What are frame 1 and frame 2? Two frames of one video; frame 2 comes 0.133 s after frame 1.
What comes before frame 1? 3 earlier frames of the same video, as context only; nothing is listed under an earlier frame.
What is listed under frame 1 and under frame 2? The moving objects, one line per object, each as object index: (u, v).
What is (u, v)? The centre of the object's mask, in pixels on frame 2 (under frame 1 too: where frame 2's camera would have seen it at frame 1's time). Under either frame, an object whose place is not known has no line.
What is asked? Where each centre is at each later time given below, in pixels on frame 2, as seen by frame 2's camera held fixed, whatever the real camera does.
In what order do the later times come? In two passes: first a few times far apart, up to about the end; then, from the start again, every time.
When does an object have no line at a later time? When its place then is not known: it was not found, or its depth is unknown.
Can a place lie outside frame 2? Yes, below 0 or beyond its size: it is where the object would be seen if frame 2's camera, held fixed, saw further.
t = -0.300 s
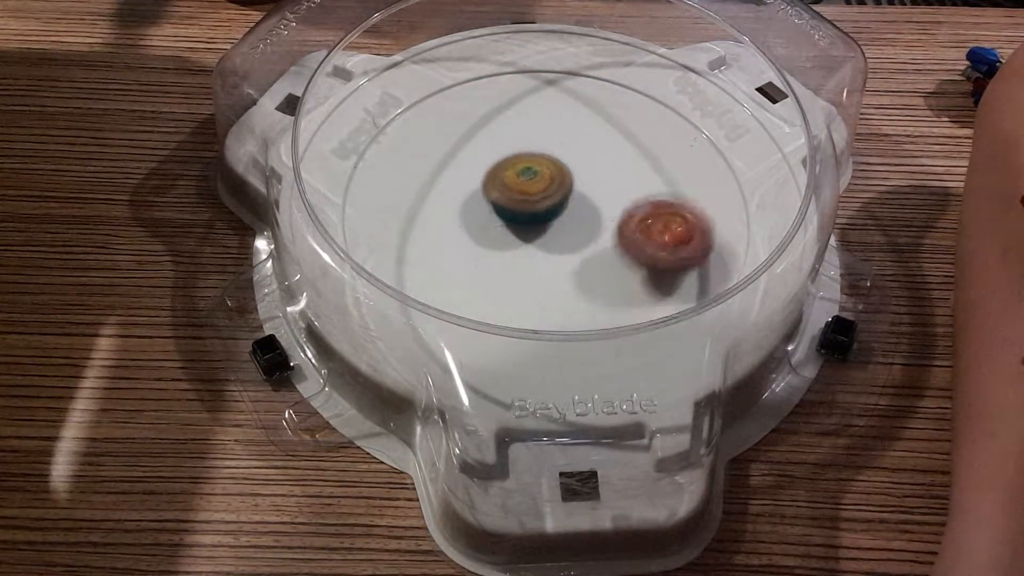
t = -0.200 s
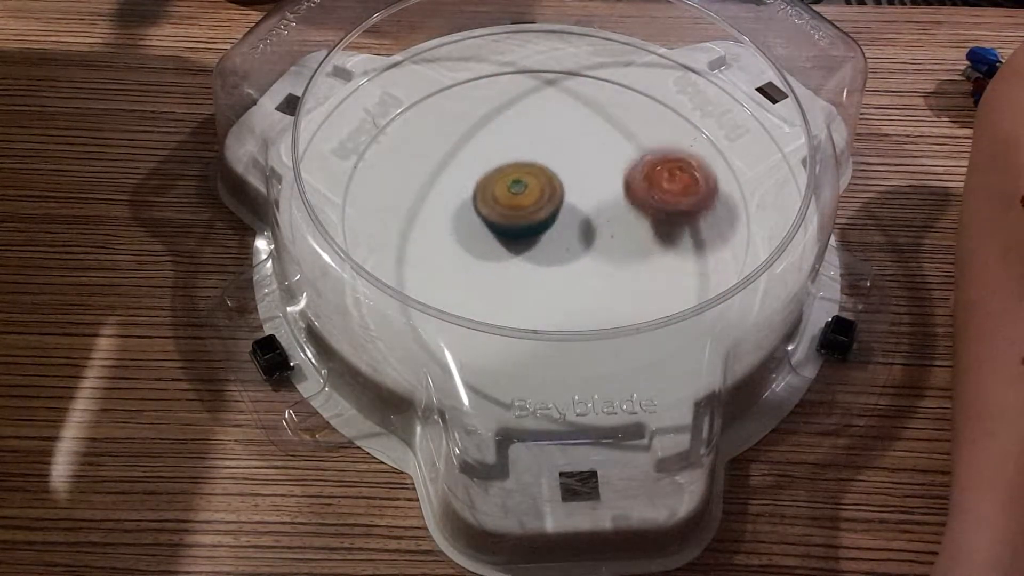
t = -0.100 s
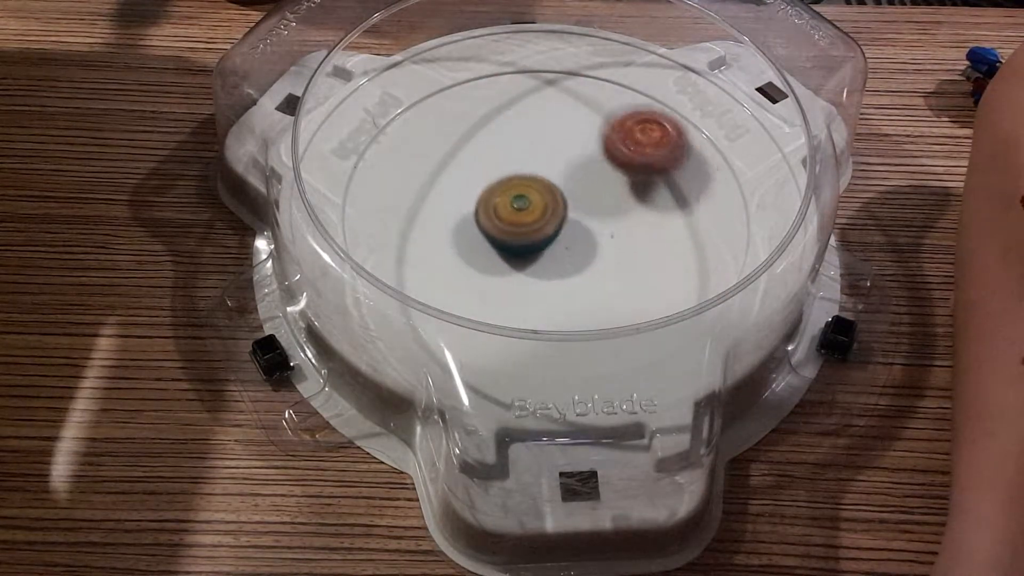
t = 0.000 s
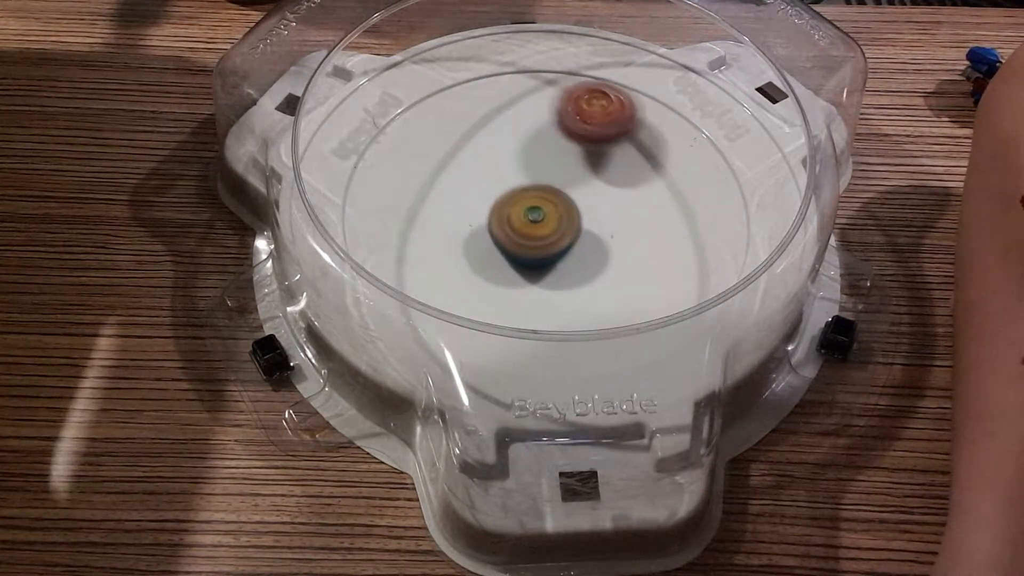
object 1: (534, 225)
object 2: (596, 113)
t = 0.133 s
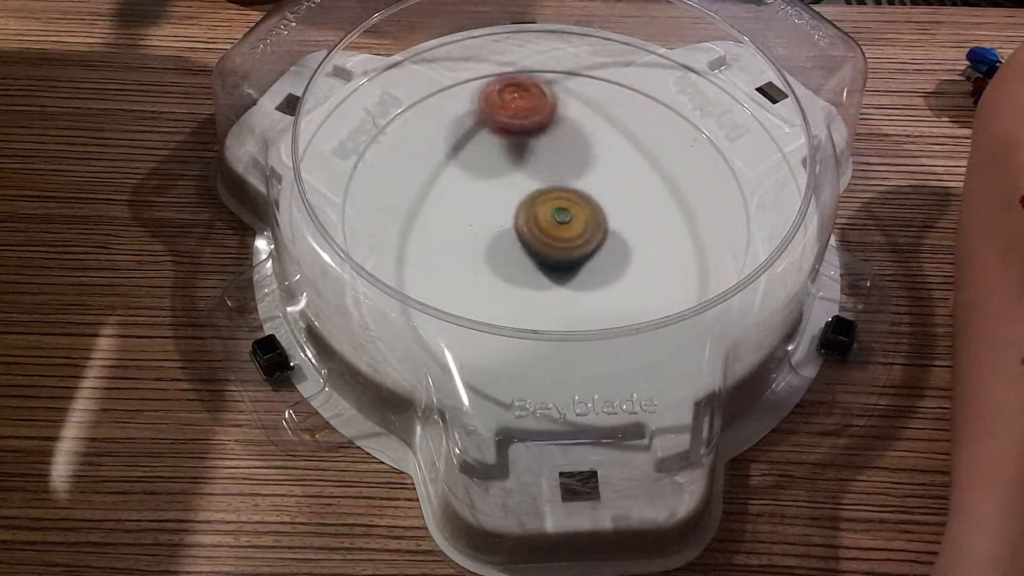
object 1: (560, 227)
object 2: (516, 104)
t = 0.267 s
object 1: (576, 213)
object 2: (452, 133)
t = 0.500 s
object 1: (552, 186)
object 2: (439, 235)
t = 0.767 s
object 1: (520, 206)
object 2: (594, 281)
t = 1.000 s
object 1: (553, 225)
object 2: (670, 195)
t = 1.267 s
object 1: (571, 200)
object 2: (570, 112)
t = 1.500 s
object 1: (541, 188)
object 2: (452, 144)
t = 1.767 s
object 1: (526, 207)
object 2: (459, 252)
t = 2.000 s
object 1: (546, 218)
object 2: (593, 275)
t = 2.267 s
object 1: (553, 197)
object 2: (674, 182)
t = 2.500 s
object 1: (542, 191)
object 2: (580, 118)
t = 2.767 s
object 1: (534, 216)
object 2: (451, 136)
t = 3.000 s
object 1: (542, 213)
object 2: (451, 229)
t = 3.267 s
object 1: (563, 174)
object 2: (553, 320)
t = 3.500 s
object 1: (558, 186)
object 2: (657, 281)
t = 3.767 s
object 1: (516, 200)
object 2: (656, 167)
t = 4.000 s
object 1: (498, 209)
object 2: (617, 85)
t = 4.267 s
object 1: (519, 221)
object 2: (507, 124)
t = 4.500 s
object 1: (552, 233)
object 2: (455, 200)
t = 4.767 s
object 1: (554, 220)
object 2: (492, 267)
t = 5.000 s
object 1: (570, 174)
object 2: (543, 288)
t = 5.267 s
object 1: (567, 162)
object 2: (586, 240)
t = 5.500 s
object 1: (551, 154)
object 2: (598, 244)
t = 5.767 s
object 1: (514, 212)
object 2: (592, 245)
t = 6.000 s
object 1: (414, 202)
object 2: (650, 255)
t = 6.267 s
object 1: (486, 221)
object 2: (635, 228)
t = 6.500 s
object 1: (551, 278)
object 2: (641, 166)
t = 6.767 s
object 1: (553, 270)
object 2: (635, 148)
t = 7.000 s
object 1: (532, 223)
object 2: (643, 162)
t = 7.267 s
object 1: (481, 189)
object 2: (607, 166)
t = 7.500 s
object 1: (489, 195)
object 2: (582, 166)
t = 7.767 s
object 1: (484, 220)
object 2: (594, 179)
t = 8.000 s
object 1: (508, 241)
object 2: (596, 182)
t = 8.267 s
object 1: (560, 232)
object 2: (581, 176)
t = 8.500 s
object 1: (595, 237)
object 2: (544, 186)
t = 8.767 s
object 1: (581, 242)
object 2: (536, 196)
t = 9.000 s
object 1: (581, 241)
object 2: (536, 193)
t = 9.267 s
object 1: (581, 241)
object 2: (535, 196)
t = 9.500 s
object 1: (581, 241)
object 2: (536, 195)
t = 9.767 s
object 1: (581, 241)
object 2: (535, 196)
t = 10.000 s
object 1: (581, 241)
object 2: (536, 194)
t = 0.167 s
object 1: (566, 225)
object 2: (498, 110)
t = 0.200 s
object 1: (571, 221)
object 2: (480, 116)
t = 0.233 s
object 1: (575, 218)
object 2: (465, 124)
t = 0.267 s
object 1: (576, 213)
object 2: (452, 133)
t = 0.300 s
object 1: (577, 209)
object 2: (440, 146)
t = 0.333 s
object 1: (575, 204)
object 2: (432, 159)
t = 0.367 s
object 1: (573, 199)
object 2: (426, 174)
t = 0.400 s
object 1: (569, 195)
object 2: (424, 189)
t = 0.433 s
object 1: (564, 191)
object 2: (425, 206)
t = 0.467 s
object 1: (558, 188)
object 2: (431, 220)
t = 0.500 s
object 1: (552, 186)
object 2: (439, 235)
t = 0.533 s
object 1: (545, 185)
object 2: (451, 249)
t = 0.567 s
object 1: (539, 186)
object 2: (466, 261)
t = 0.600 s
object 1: (533, 187)
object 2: (484, 270)
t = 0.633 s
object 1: (528, 189)
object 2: (505, 279)
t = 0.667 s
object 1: (524, 193)
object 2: (527, 284)
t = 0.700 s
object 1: (521, 197)
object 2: (549, 286)
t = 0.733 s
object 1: (520, 201)
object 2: (572, 284)
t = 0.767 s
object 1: (520, 206)
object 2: (594, 281)
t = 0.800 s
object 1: (522, 211)
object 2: (613, 274)
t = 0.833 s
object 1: (525, 215)
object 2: (631, 266)
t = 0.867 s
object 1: (530, 219)
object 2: (646, 253)
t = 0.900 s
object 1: (535, 222)
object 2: (658, 240)
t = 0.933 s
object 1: (541, 224)
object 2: (667, 225)
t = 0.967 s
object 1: (547, 225)
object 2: (670, 210)
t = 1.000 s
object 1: (553, 225)
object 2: (670, 195)
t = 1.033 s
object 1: (559, 223)
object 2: (667, 180)
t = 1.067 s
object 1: (564, 222)
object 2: (660, 165)
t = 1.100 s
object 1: (568, 219)
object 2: (650, 152)
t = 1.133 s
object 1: (572, 216)
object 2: (637, 139)
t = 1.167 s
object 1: (573, 212)
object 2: (623, 130)
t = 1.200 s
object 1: (573, 208)
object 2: (608, 123)
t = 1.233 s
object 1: (573, 204)
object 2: (590, 116)
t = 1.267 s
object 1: (571, 200)
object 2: (570, 112)
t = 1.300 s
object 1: (568, 196)
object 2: (551, 110)
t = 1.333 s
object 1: (564, 193)
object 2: (533, 111)
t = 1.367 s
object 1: (560, 190)
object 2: (513, 115)
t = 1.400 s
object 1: (556, 189)
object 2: (496, 119)
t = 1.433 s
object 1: (551, 188)
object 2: (481, 125)
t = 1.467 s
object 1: (546, 188)
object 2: (465, 134)
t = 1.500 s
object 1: (541, 188)
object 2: (452, 144)
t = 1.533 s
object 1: (537, 189)
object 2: (442, 155)
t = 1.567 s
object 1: (533, 190)
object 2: (434, 168)
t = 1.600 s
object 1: (529, 193)
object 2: (431, 183)
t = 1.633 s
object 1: (526, 195)
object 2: (429, 196)
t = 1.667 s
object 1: (525, 198)
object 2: (431, 211)
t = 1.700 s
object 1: (524, 202)
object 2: (436, 225)
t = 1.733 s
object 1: (524, 205)
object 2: (444, 239)
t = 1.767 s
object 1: (526, 207)
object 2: (459, 252)
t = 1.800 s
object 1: (528, 209)
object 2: (473, 261)
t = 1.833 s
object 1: (531, 210)
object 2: (492, 271)
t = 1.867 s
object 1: (533, 212)
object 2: (510, 277)
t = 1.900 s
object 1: (536, 213)
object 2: (531, 281)
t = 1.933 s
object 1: (539, 215)
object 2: (553, 282)
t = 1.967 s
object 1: (542, 216)
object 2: (574, 280)
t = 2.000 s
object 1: (546, 218)
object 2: (593, 275)
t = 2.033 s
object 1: (550, 218)
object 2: (612, 269)
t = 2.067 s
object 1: (552, 215)
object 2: (631, 261)
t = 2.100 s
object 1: (553, 212)
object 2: (646, 251)
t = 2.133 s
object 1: (554, 208)
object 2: (659, 241)
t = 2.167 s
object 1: (554, 205)
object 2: (668, 226)
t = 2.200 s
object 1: (554, 202)
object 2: (675, 212)
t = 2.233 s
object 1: (554, 200)
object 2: (676, 197)
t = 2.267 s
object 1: (553, 197)
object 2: (674, 182)
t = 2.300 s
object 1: (552, 195)
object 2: (669, 169)
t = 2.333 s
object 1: (551, 193)
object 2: (661, 157)
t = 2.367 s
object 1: (549, 191)
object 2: (648, 144)
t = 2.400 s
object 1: (547, 190)
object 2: (633, 134)
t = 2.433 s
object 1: (545, 190)
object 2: (617, 126)
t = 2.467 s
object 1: (544, 190)
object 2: (599, 121)
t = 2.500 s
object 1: (542, 191)
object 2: (580, 118)
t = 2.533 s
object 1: (540, 193)
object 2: (562, 116)
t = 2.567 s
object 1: (536, 199)
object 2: (545, 112)
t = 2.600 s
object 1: (534, 204)
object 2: (528, 111)
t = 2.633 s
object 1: (533, 208)
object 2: (511, 112)
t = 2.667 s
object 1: (532, 211)
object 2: (493, 115)
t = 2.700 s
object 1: (532, 213)
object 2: (478, 120)
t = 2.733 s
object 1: (533, 215)
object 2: (463, 127)
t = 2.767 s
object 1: (534, 216)
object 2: (451, 136)
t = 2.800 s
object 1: (536, 217)
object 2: (440, 149)
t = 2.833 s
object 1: (538, 217)
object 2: (435, 161)
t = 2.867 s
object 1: (539, 217)
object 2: (431, 172)
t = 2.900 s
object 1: (541, 216)
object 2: (431, 188)
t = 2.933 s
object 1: (542, 215)
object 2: (434, 202)
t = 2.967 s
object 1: (542, 214)
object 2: (440, 217)
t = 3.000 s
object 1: (542, 213)
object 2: (451, 229)
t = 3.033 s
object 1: (542, 211)
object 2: (464, 242)
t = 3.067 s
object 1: (543, 208)
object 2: (479, 253)
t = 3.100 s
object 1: (548, 199)
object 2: (486, 273)
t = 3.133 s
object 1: (555, 190)
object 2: (494, 284)
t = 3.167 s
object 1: (560, 182)
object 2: (505, 293)
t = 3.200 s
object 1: (562, 178)
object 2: (519, 301)
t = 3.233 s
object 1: (564, 175)
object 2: (534, 312)
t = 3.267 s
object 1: (563, 174)
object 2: (553, 320)
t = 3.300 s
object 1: (563, 175)
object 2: (573, 323)
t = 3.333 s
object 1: (562, 176)
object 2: (593, 324)
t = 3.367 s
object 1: (561, 177)
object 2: (612, 320)
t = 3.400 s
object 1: (560, 179)
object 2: (624, 303)
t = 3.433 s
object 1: (559, 181)
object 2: (637, 297)
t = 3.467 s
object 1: (558, 183)
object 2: (648, 290)
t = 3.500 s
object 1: (558, 186)
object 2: (657, 281)
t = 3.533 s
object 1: (558, 188)
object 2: (661, 267)
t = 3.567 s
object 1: (557, 190)
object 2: (659, 251)
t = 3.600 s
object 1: (556, 192)
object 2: (656, 239)
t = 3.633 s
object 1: (556, 194)
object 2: (651, 223)
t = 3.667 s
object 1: (554, 195)
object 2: (646, 211)
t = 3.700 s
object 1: (551, 196)
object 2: (640, 196)
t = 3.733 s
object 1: (532, 198)
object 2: (651, 183)
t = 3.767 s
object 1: (516, 200)
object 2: (656, 167)
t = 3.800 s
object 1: (505, 201)
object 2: (657, 154)
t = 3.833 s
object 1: (498, 202)
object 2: (656, 140)
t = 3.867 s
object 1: (495, 204)
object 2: (654, 126)
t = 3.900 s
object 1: (495, 205)
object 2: (648, 113)
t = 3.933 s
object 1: (495, 206)
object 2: (639, 100)
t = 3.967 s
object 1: (496, 208)
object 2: (628, 91)
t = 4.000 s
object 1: (498, 209)
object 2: (617, 85)
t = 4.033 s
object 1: (499, 210)
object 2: (605, 81)
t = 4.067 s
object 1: (501, 212)
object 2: (589, 80)
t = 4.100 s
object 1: (503, 214)
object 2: (573, 82)
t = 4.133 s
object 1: (505, 215)
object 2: (558, 87)
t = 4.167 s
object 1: (508, 216)
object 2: (545, 93)
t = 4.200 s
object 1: (511, 218)
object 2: (530, 103)
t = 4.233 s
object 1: (515, 220)
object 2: (517, 113)
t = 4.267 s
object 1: (519, 221)
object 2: (507, 124)
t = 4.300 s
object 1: (525, 223)
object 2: (497, 136)
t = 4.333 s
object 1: (530, 225)
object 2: (488, 149)
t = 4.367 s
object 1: (536, 227)
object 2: (481, 162)
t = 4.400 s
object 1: (543, 229)
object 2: (476, 172)
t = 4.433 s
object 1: (547, 232)
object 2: (468, 181)
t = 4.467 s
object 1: (551, 233)
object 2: (461, 189)
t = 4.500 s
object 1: (552, 233)
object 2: (455, 200)
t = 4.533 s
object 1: (552, 232)
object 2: (451, 210)
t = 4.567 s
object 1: (552, 232)
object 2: (449, 221)
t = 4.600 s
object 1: (552, 230)
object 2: (451, 231)
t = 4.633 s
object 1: (552, 229)
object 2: (455, 240)
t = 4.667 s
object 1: (552, 228)
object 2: (460, 249)
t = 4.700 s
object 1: (552, 226)
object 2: (470, 257)
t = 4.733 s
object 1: (553, 224)
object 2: (480, 262)
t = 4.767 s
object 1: (554, 220)
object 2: (492, 267)
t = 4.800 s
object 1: (554, 216)
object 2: (504, 269)
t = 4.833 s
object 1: (557, 209)
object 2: (510, 274)
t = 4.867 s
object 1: (563, 200)
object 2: (517, 281)
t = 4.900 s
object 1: (567, 192)
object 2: (524, 285)
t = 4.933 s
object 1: (569, 185)
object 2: (530, 286)
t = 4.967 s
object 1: (570, 179)
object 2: (537, 288)
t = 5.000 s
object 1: (570, 174)
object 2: (543, 288)
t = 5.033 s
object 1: (570, 169)
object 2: (548, 287)
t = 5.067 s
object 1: (570, 166)
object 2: (554, 285)
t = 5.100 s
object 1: (570, 163)
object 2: (560, 281)
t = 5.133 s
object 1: (570, 162)
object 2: (566, 276)
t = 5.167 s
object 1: (569, 161)
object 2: (573, 270)
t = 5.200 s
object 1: (568, 161)
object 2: (578, 261)
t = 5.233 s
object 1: (568, 162)
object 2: (583, 252)
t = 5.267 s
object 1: (567, 162)
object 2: (586, 240)
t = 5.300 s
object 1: (567, 161)
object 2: (586, 229)
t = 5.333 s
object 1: (566, 159)
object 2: (586, 221)
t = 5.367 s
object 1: (563, 157)
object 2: (585, 226)
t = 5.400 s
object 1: (559, 151)
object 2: (589, 231)
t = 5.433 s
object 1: (554, 150)
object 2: (592, 236)
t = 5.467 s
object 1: (552, 151)
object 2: (595, 241)
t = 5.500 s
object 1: (551, 154)
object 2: (598, 244)
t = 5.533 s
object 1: (549, 158)
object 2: (599, 248)
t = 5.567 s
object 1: (546, 164)
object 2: (599, 249)
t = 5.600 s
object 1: (543, 171)
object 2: (601, 249)
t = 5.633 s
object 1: (538, 178)
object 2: (600, 249)
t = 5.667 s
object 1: (534, 186)
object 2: (601, 249)
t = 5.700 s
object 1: (528, 195)
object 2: (598, 249)
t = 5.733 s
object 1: (522, 203)
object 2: (596, 248)
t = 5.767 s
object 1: (514, 212)
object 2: (592, 245)
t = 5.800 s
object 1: (505, 220)
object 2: (592, 245)
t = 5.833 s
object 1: (480, 216)
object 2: (606, 253)
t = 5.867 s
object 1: (451, 211)
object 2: (621, 255)
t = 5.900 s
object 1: (431, 205)
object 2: (631, 257)
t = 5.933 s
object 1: (419, 202)
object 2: (638, 256)
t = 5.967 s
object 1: (414, 201)
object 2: (645, 255)
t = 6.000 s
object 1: (414, 202)
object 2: (650, 255)
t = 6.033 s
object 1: (417, 204)
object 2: (655, 253)
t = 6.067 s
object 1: (421, 205)
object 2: (657, 251)
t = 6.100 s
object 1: (427, 205)
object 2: (658, 248)
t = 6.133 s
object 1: (435, 207)
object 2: (657, 247)
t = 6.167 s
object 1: (444, 209)
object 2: (653, 244)
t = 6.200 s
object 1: (456, 212)
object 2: (650, 239)
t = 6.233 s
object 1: (471, 215)
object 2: (644, 234)
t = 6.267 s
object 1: (486, 221)
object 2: (635, 228)
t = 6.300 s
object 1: (503, 226)
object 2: (628, 223)
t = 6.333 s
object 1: (521, 232)
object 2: (622, 218)
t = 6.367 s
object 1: (541, 238)
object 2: (618, 213)
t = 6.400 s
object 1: (547, 250)
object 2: (625, 202)
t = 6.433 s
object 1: (547, 262)
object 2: (634, 185)
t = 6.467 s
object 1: (549, 271)
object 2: (638, 175)
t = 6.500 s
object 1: (551, 278)
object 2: (641, 166)
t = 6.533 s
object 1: (554, 284)
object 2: (642, 158)
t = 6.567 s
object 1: (556, 287)
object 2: (642, 153)
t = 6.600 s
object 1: (557, 289)
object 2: (642, 150)
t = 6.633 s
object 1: (558, 289)
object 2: (642, 148)
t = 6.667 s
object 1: (557, 287)
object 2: (641, 146)
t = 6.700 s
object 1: (556, 279)
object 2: (638, 146)
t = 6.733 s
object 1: (554, 274)
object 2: (636, 146)
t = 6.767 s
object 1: (553, 270)
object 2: (635, 148)
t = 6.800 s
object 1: (555, 268)
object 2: (635, 151)
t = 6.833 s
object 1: (556, 260)
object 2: (634, 154)
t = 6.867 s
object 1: (558, 251)
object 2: (633, 159)
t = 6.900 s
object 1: (559, 241)
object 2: (629, 165)
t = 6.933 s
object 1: (558, 230)
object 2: (627, 169)
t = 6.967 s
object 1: (543, 223)
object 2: (638, 164)
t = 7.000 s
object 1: (532, 223)
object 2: (643, 162)
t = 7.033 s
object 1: (521, 219)
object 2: (647, 157)
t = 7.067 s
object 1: (511, 213)
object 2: (649, 157)
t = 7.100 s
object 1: (503, 209)
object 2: (648, 158)
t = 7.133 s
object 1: (497, 202)
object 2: (639, 160)
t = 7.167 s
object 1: (491, 196)
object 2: (632, 161)
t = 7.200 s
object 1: (487, 194)
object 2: (626, 161)
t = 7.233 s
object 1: (483, 192)
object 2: (616, 163)
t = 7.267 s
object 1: (481, 189)
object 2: (607, 166)
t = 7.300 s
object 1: (482, 187)
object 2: (597, 167)
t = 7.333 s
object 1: (484, 186)
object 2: (590, 168)
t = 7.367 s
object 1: (487, 187)
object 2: (581, 167)
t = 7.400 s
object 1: (491, 188)
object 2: (575, 169)
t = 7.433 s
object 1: (495, 189)
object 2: (571, 171)
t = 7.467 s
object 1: (497, 191)
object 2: (572, 171)
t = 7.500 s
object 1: (489, 195)
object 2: (582, 166)
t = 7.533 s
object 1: (482, 197)
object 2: (592, 169)
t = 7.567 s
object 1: (480, 204)
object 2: (595, 164)
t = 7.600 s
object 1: (478, 207)
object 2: (600, 163)
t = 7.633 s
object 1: (476, 208)
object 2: (603, 165)
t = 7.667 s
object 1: (476, 211)
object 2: (603, 172)
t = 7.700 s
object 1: (476, 215)
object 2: (601, 174)
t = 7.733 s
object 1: (478, 217)
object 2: (599, 179)
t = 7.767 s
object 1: (484, 220)
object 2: (594, 179)
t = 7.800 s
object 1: (490, 222)
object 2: (590, 181)
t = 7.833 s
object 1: (497, 224)
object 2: (584, 186)
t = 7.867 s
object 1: (503, 226)
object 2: (581, 188)
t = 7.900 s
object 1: (510, 227)
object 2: (581, 186)
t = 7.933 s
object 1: (507, 233)
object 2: (587, 183)
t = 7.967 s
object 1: (506, 239)
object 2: (593, 184)
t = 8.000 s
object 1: (508, 241)
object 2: (596, 182)
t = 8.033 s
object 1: (512, 241)
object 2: (598, 173)
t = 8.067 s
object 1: (518, 242)
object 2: (597, 174)
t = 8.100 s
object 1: (524, 241)
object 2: (596, 175)
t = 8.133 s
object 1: (530, 237)
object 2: (594, 177)
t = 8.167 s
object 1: (536, 235)
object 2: (592, 178)
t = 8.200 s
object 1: (545, 234)
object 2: (589, 178)
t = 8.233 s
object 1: (552, 232)
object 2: (586, 178)
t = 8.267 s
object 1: (560, 232)
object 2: (581, 176)
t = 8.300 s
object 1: (568, 236)
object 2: (577, 175)
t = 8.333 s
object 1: (576, 238)
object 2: (572, 173)
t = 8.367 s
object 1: (583, 239)
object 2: (566, 173)
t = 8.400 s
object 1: (589, 239)
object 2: (560, 174)
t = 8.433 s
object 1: (593, 239)
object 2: (553, 177)
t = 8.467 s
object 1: (596, 235)
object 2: (548, 180)
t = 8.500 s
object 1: (595, 237)
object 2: (544, 186)
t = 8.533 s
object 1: (593, 239)
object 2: (542, 188)
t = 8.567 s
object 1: (589, 239)
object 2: (540, 190)
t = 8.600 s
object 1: (588, 238)
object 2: (538, 192)
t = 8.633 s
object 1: (587, 238)
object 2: (537, 195)
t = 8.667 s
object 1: (585, 239)
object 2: (536, 195)
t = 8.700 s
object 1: (583, 241)
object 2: (535, 196)
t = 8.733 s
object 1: (581, 241)
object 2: (535, 197)
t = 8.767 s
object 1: (581, 242)
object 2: (536, 196)
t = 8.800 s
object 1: (580, 242)
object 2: (536, 195)
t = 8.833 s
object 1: (580, 242)
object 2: (536, 194)
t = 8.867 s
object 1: (581, 241)
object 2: (536, 195)
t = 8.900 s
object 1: (581, 241)
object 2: (536, 195)
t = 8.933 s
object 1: (582, 241)
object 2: (536, 195)
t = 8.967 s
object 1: (581, 241)
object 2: (536, 193)
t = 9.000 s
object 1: (581, 241)
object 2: (536, 193)
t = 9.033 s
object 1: (581, 241)
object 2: (536, 193)
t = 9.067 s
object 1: (581, 241)
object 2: (536, 193)
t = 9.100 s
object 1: (581, 241)
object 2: (536, 194)
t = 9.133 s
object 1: (581, 241)
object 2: (536, 195)
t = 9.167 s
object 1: (581, 241)
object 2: (536, 196)
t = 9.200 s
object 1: (581, 241)
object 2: (535, 196)
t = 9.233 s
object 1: (581, 241)
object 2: (535, 197)
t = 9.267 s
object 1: (581, 241)
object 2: (535, 196)
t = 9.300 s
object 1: (581, 241)
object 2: (535, 196)
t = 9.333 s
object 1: (581, 241)
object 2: (535, 196)
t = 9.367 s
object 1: (581, 241)
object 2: (536, 196)
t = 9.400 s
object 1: (581, 242)
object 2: (536, 196)
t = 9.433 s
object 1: (581, 241)
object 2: (536, 195)
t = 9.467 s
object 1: (581, 241)
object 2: (536, 195)
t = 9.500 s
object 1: (581, 241)
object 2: (536, 195)
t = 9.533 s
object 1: (581, 241)
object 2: (536, 195)
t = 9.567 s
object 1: (581, 241)
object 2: (536, 195)
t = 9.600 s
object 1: (581, 241)
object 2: (536, 195)
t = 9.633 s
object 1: (581, 241)
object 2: (536, 195)
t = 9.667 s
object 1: (581, 241)
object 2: (536, 196)
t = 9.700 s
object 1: (581, 241)
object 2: (536, 196)
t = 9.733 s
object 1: (581, 241)
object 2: (535, 196)
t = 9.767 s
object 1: (581, 241)
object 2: (535, 196)
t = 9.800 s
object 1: (581, 241)
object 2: (535, 196)
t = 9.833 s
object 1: (581, 241)
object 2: (535, 196)
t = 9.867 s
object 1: (581, 241)
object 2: (536, 196)
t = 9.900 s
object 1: (581, 241)
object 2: (536, 196)
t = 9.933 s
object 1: (581, 241)
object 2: (536, 196)
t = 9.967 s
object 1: (581, 242)
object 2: (536, 195)
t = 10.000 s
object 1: (581, 241)
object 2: (536, 194)
